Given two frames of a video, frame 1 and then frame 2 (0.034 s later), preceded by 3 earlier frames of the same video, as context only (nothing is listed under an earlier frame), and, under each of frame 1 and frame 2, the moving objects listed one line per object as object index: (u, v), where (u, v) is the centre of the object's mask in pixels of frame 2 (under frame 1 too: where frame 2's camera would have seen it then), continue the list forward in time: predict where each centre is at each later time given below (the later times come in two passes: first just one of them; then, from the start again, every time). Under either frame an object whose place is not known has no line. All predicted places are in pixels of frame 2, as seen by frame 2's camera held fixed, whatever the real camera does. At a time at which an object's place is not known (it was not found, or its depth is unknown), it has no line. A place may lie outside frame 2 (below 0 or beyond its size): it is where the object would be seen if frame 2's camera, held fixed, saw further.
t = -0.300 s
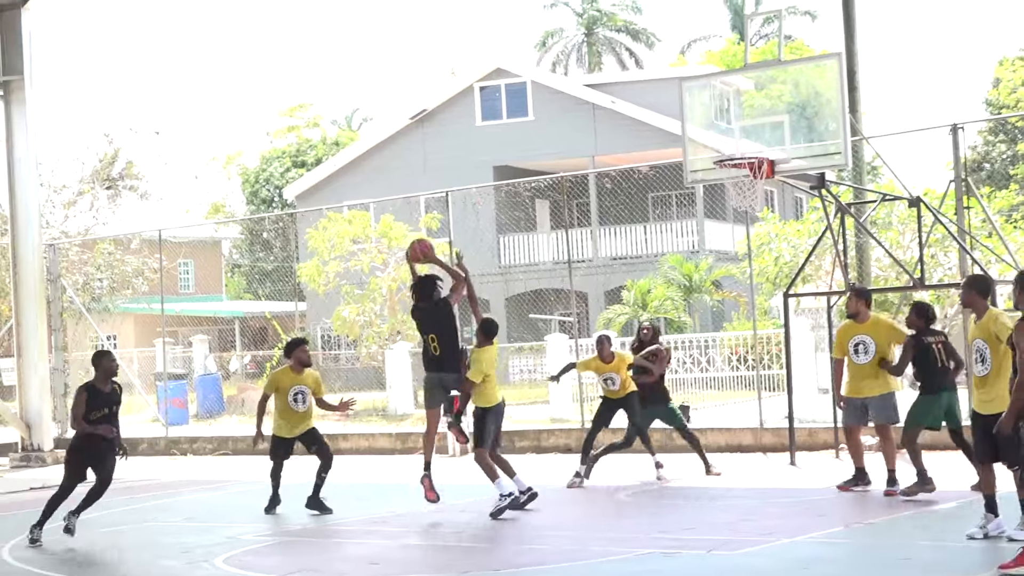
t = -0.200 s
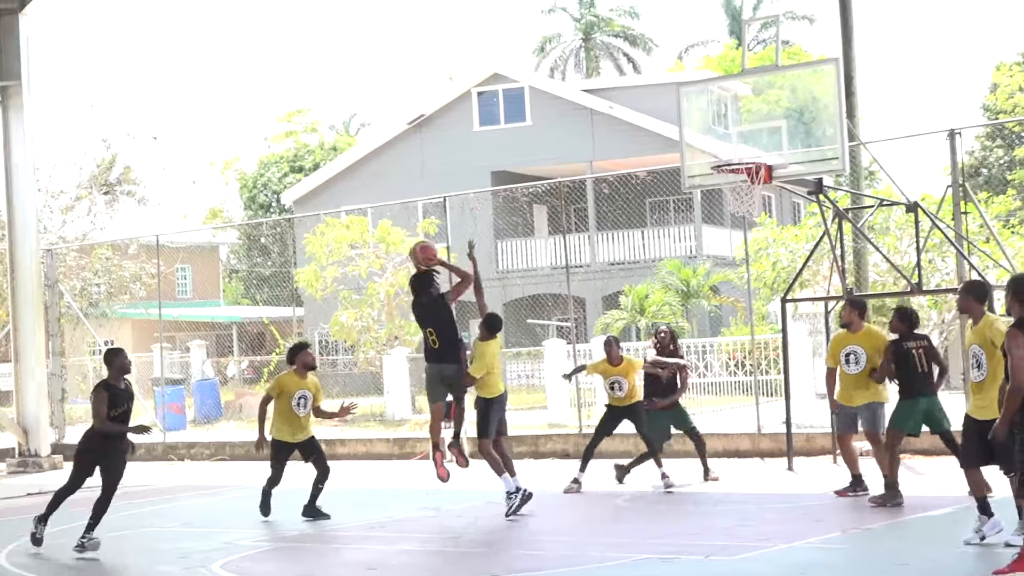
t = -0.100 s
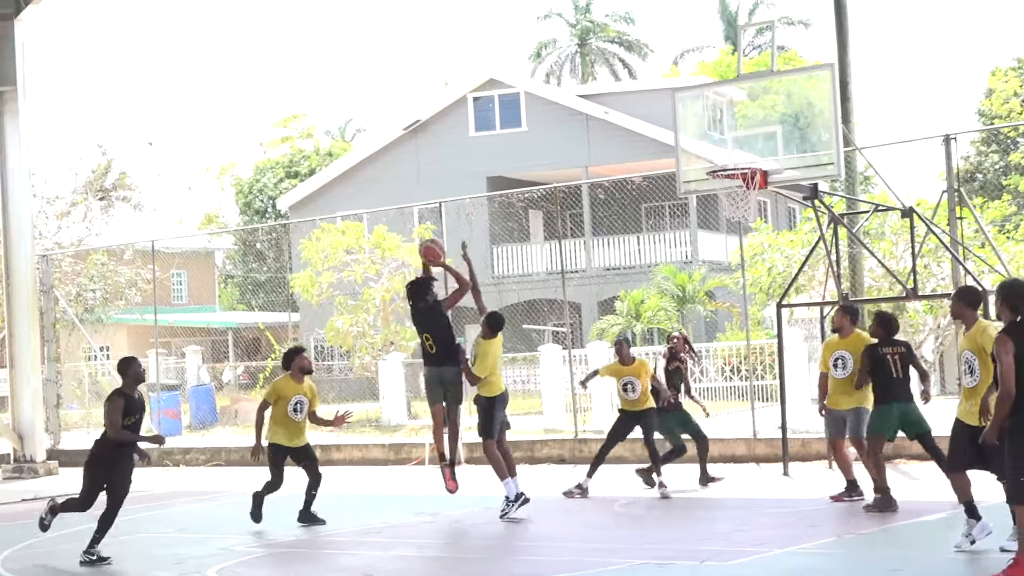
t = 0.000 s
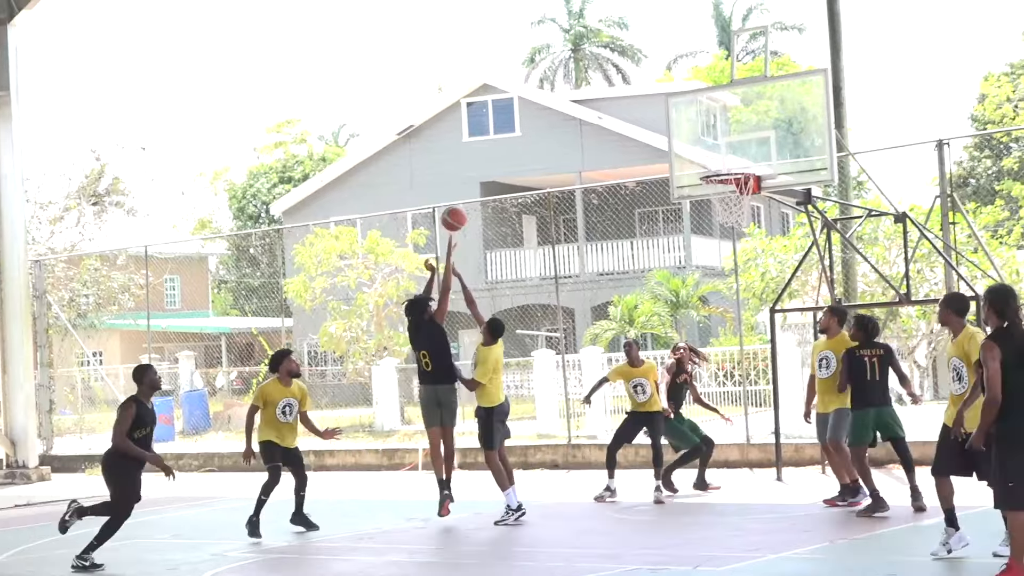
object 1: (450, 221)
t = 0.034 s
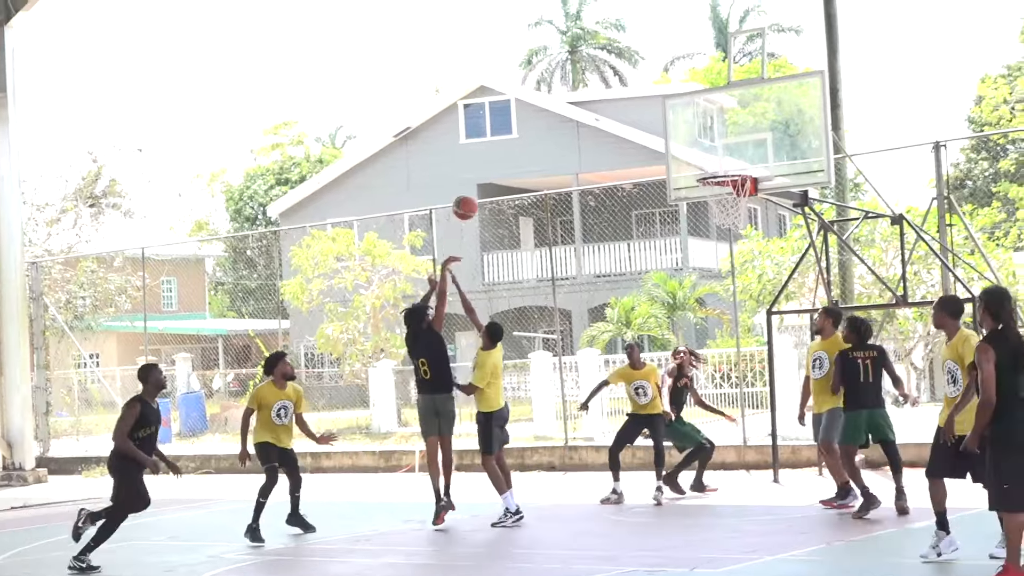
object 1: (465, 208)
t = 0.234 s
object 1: (554, 155)
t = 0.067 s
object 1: (480, 196)
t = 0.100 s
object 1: (493, 185)
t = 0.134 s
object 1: (509, 176)
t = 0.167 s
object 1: (523, 168)
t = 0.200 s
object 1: (538, 161)
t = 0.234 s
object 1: (554, 155)
